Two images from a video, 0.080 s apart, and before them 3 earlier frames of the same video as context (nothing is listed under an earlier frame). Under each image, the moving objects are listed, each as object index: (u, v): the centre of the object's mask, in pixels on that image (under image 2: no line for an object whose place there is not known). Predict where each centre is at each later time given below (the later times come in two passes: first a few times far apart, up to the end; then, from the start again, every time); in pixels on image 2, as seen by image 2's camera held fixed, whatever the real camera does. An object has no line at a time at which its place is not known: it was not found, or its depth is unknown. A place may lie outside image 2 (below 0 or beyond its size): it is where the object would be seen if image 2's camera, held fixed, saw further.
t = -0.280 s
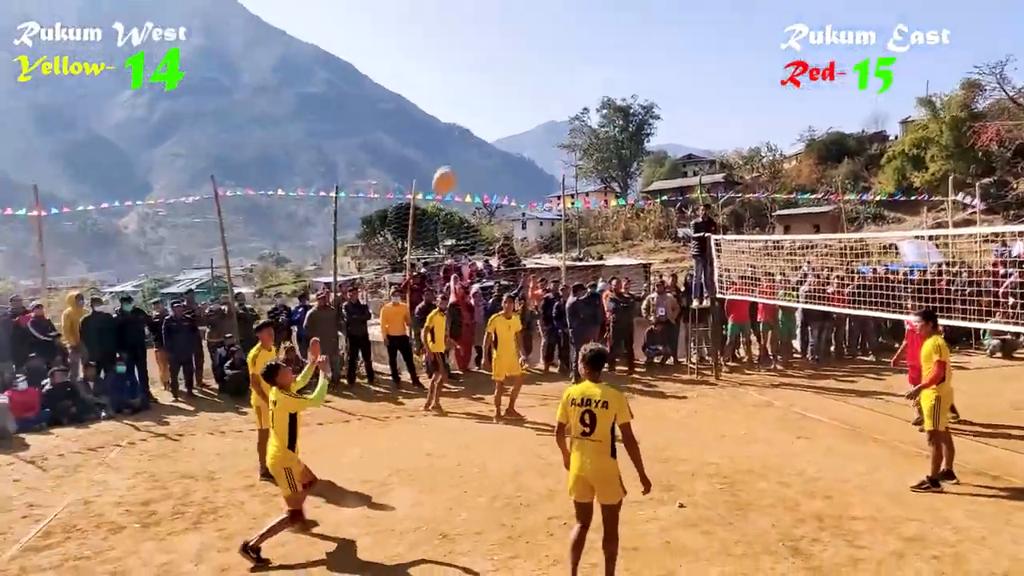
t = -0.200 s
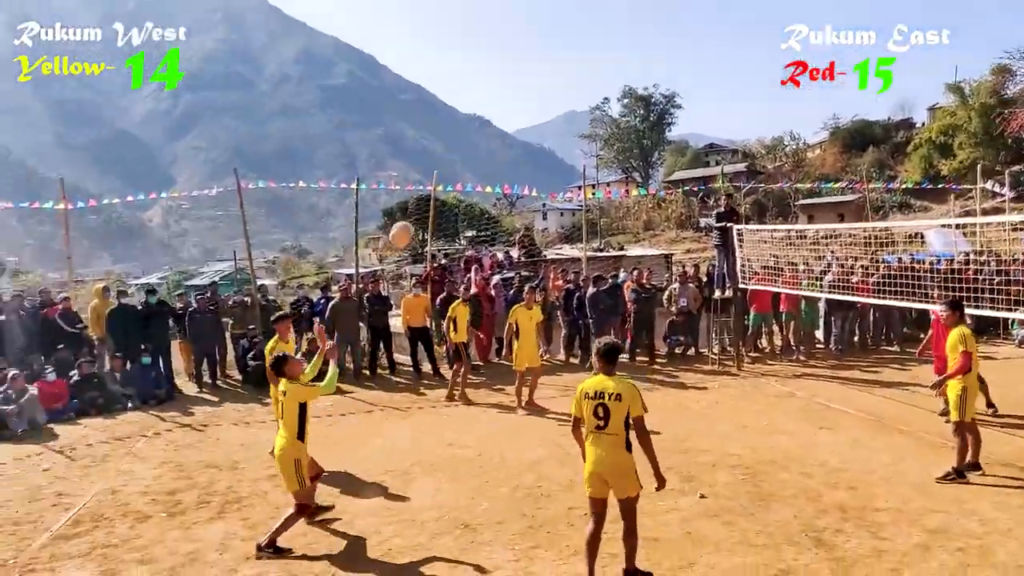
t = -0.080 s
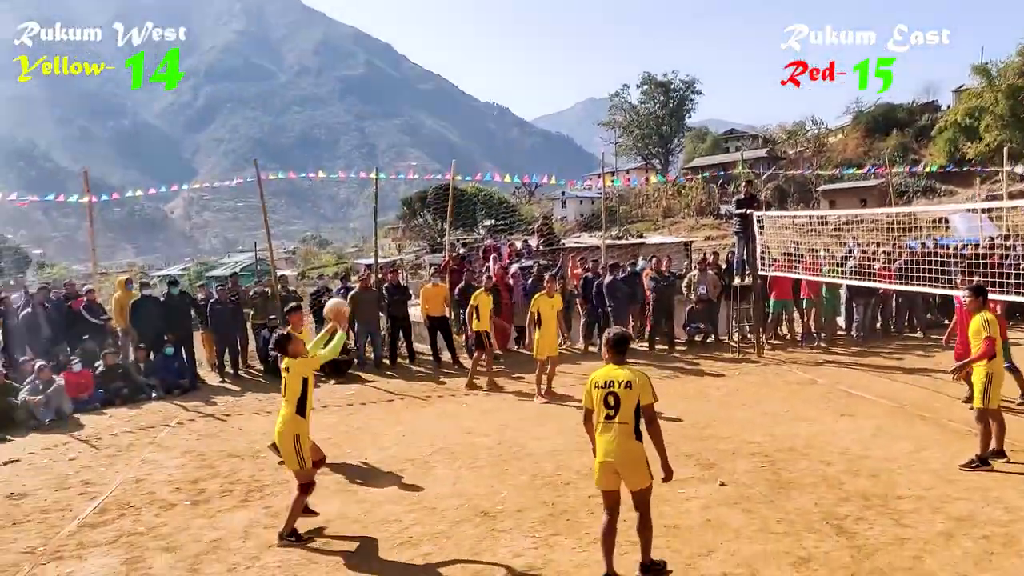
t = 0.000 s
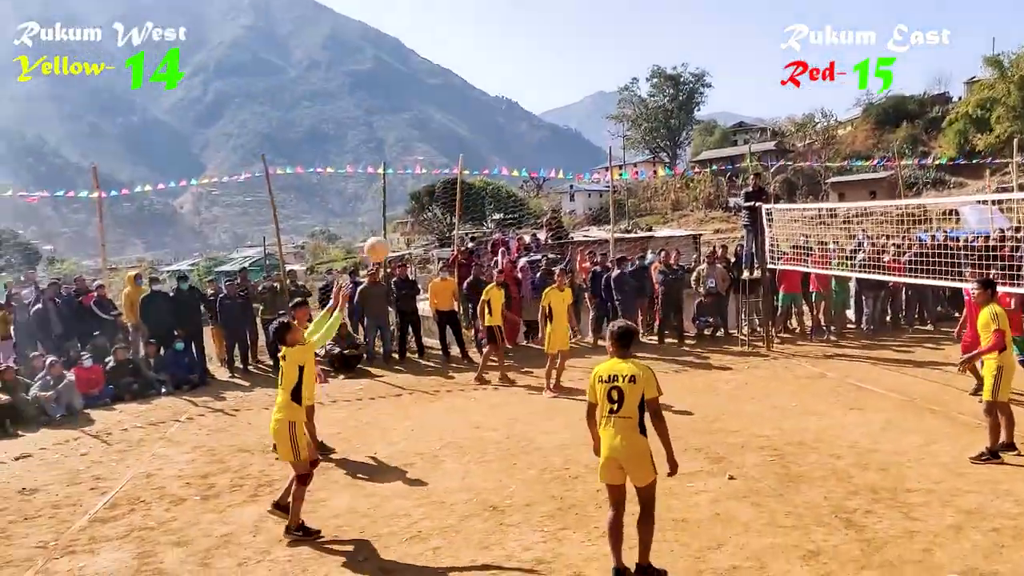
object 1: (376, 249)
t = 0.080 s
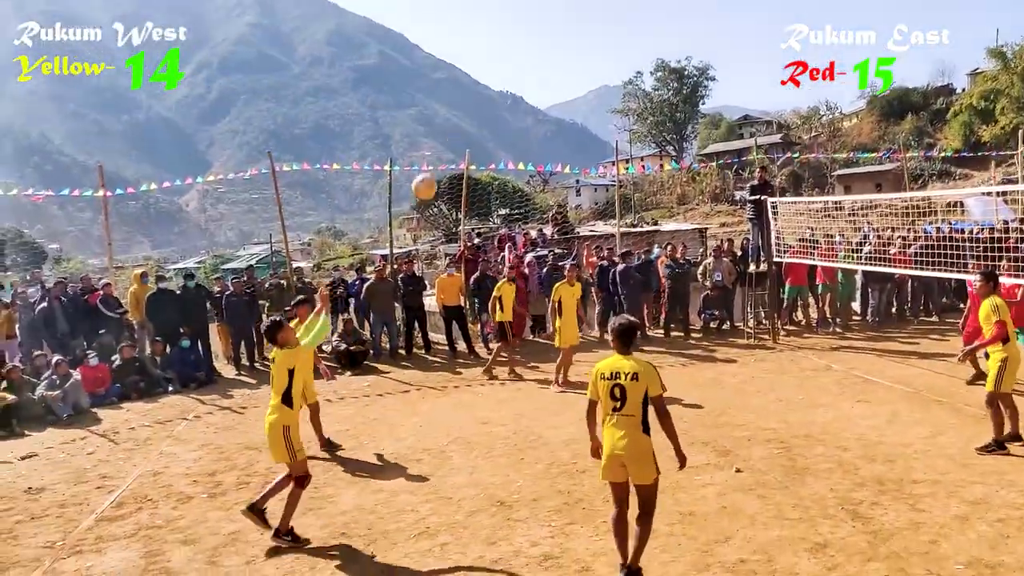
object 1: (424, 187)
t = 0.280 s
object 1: (511, 103)
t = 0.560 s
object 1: (628, 68)
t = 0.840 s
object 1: (743, 118)
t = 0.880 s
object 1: (756, 132)
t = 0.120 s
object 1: (440, 166)
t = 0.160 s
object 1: (459, 146)
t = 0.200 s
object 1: (476, 130)
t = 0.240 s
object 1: (493, 116)
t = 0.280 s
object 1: (511, 103)
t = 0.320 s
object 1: (528, 93)
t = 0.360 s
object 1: (545, 84)
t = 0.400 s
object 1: (562, 78)
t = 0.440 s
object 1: (578, 72)
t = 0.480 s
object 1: (595, 69)
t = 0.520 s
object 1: (612, 68)
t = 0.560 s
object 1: (628, 68)
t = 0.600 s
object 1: (644, 69)
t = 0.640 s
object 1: (659, 74)
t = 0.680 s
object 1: (674, 78)
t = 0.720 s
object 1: (691, 88)
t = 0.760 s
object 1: (710, 94)
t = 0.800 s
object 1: (726, 106)
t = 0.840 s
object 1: (743, 118)
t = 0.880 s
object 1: (756, 132)
